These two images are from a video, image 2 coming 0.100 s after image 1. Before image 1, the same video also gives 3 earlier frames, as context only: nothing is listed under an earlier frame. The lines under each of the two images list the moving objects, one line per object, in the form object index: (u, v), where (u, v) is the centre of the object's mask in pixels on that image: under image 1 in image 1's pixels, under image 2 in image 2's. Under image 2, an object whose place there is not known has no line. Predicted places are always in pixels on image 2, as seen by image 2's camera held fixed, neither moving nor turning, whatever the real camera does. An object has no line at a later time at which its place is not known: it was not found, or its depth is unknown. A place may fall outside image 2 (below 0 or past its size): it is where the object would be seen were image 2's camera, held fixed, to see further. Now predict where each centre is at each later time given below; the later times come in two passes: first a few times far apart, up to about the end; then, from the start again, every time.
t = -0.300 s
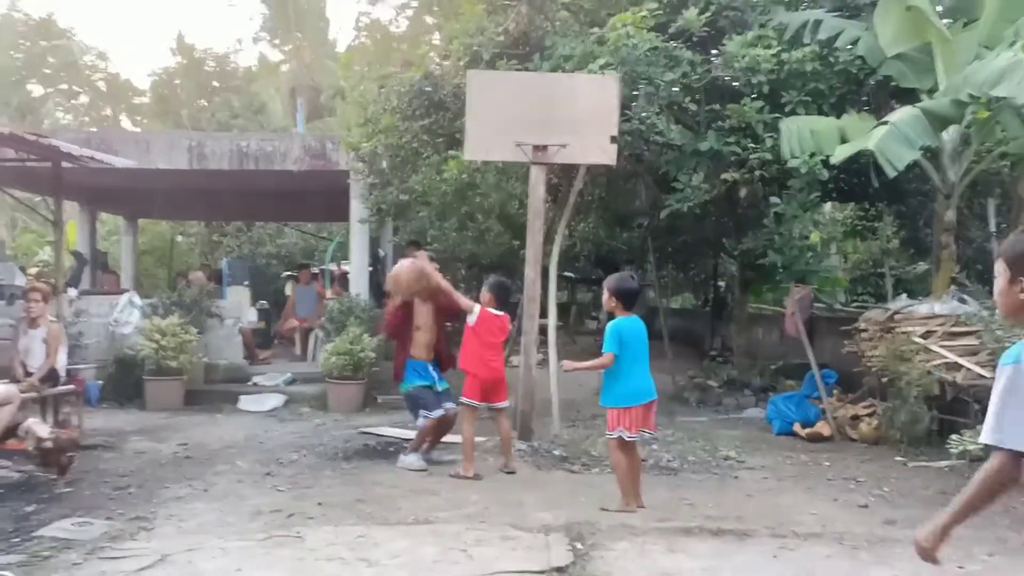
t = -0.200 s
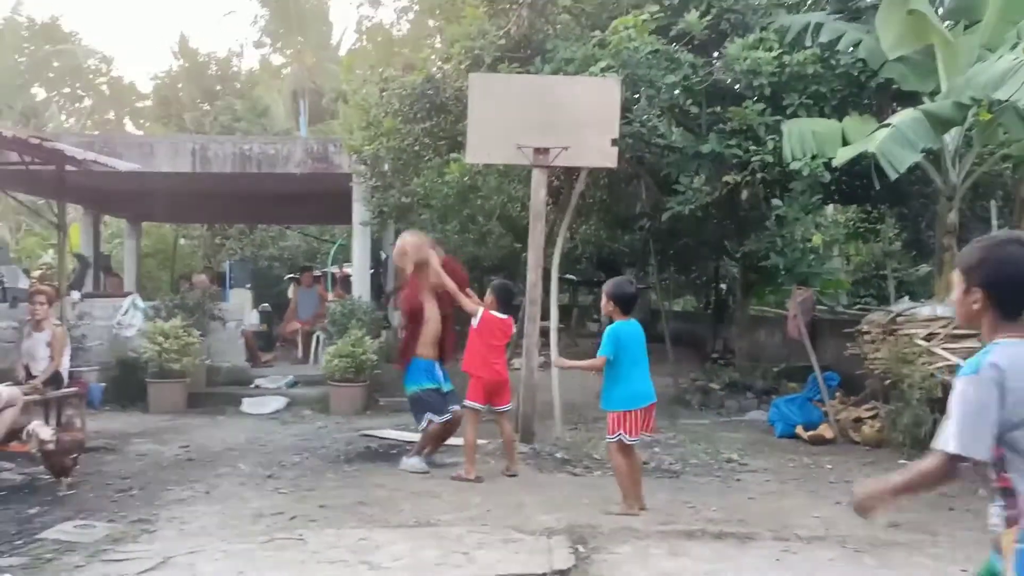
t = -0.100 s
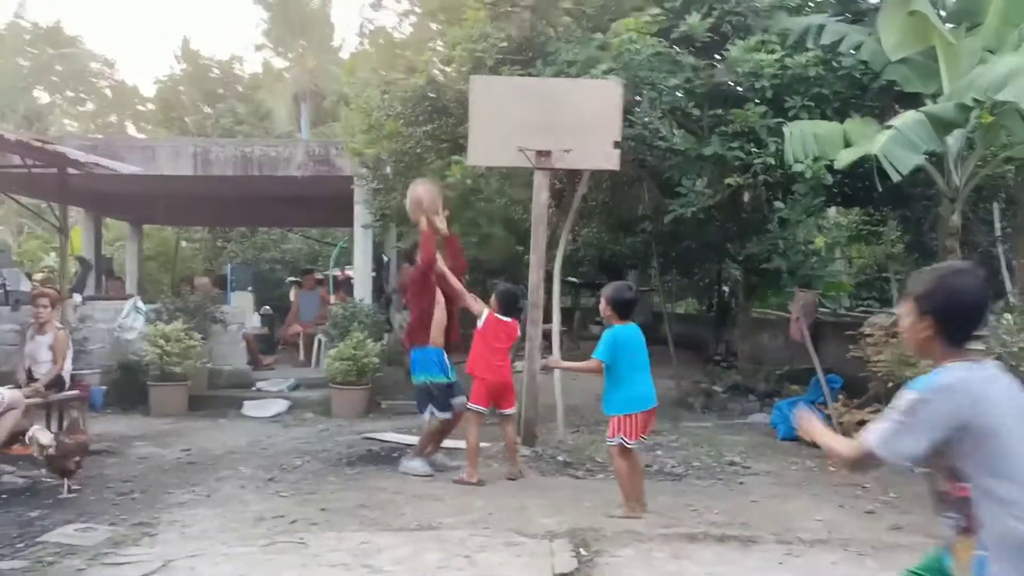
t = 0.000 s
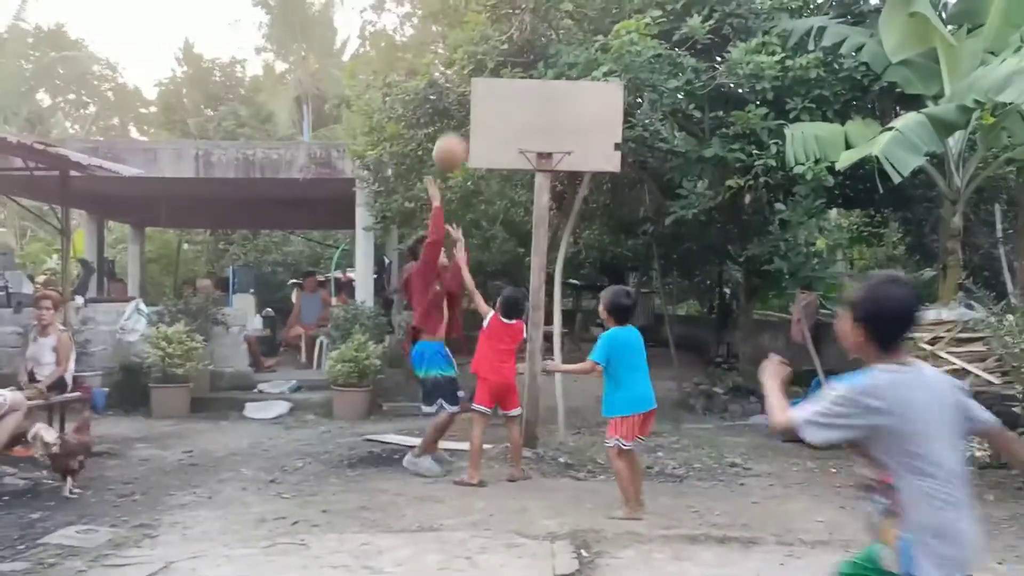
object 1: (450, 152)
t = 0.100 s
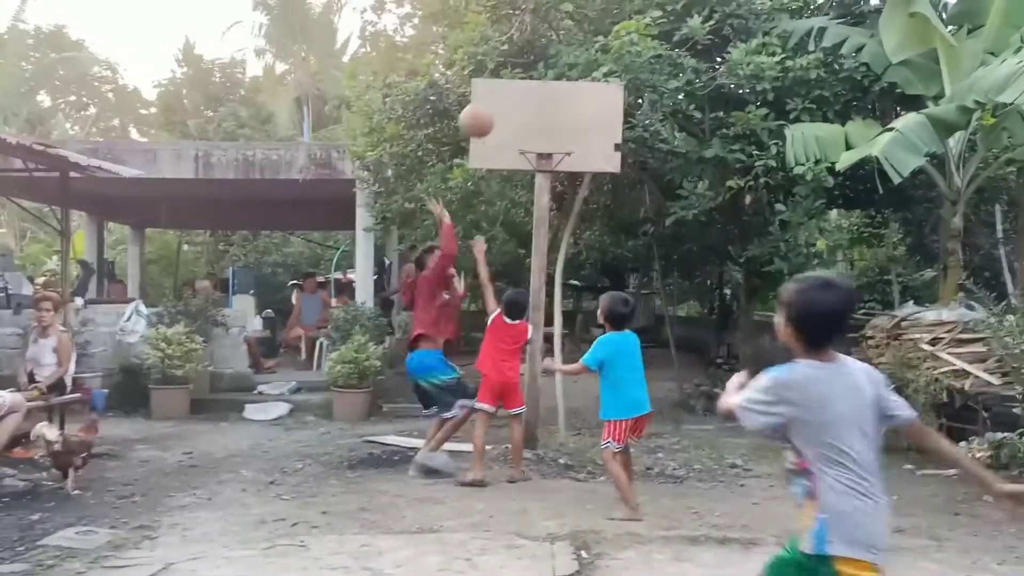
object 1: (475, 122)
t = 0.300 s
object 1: (527, 106)
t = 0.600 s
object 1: (579, 124)
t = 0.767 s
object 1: (594, 143)
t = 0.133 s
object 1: (484, 115)
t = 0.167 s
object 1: (494, 108)
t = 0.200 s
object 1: (502, 105)
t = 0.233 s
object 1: (510, 103)
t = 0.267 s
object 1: (518, 103)
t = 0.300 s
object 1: (527, 106)
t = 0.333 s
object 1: (534, 109)
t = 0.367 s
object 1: (542, 115)
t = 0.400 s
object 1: (550, 123)
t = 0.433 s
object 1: (559, 124)
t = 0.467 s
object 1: (566, 132)
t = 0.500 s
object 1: (571, 132)
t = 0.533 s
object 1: (573, 128)
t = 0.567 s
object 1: (576, 125)
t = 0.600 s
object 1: (579, 124)
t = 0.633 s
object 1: (582, 124)
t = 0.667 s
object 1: (585, 126)
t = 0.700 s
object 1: (588, 130)
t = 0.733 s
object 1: (591, 136)
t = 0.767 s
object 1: (594, 143)
